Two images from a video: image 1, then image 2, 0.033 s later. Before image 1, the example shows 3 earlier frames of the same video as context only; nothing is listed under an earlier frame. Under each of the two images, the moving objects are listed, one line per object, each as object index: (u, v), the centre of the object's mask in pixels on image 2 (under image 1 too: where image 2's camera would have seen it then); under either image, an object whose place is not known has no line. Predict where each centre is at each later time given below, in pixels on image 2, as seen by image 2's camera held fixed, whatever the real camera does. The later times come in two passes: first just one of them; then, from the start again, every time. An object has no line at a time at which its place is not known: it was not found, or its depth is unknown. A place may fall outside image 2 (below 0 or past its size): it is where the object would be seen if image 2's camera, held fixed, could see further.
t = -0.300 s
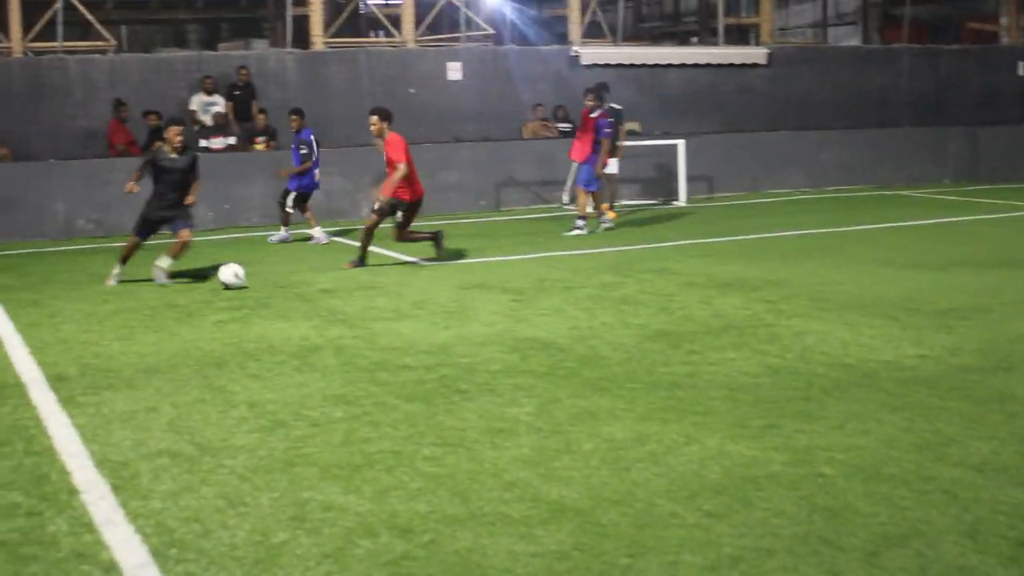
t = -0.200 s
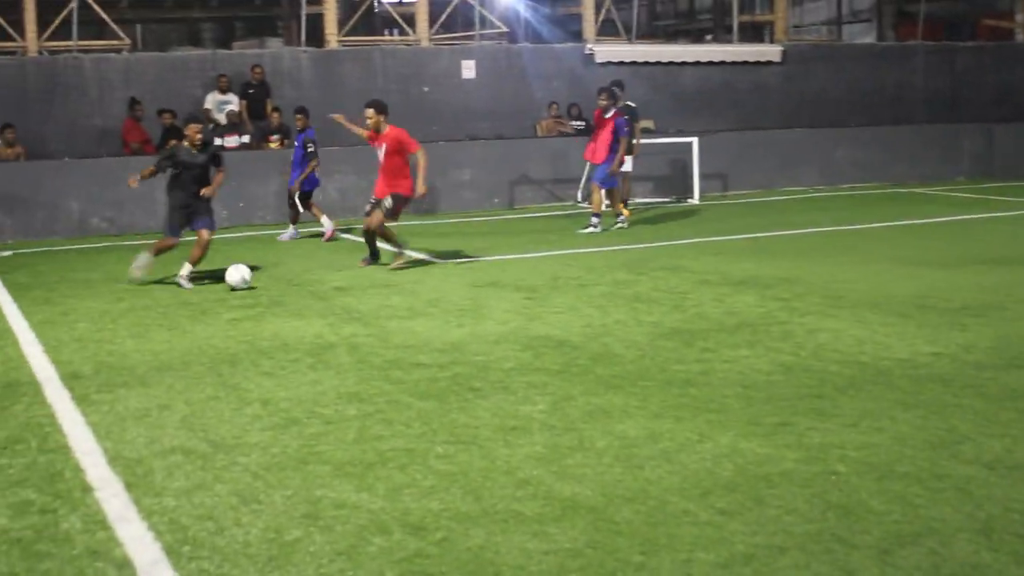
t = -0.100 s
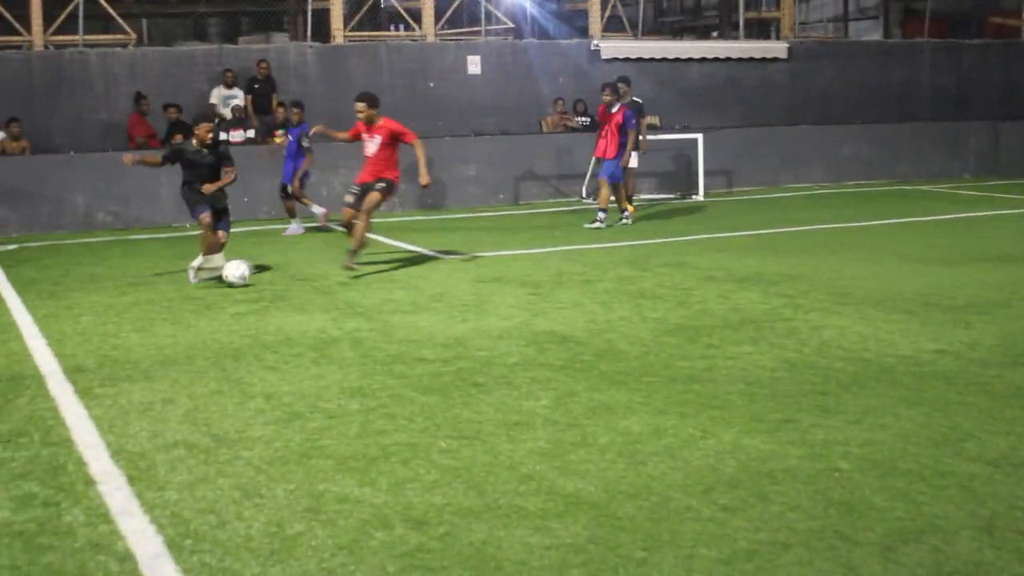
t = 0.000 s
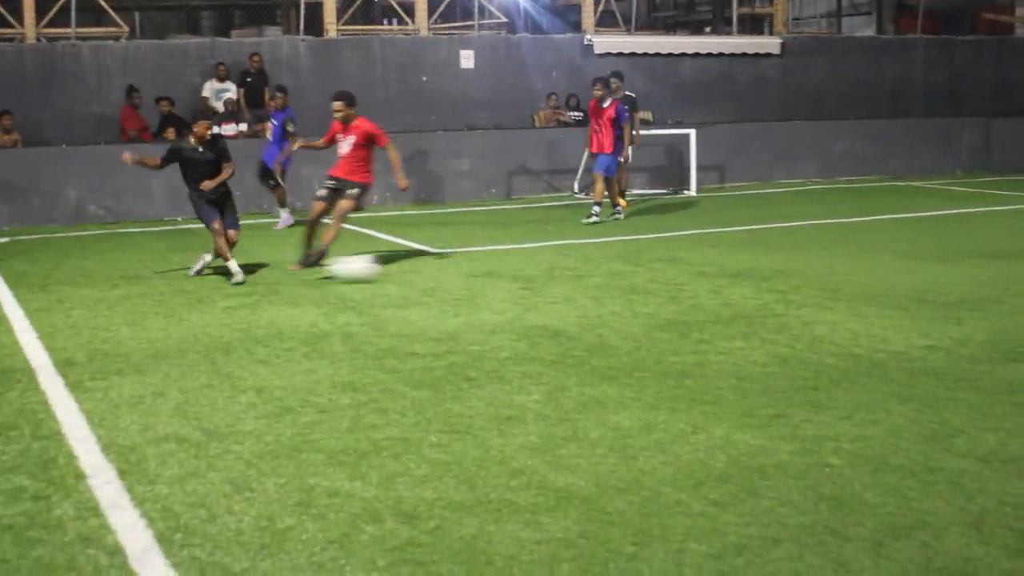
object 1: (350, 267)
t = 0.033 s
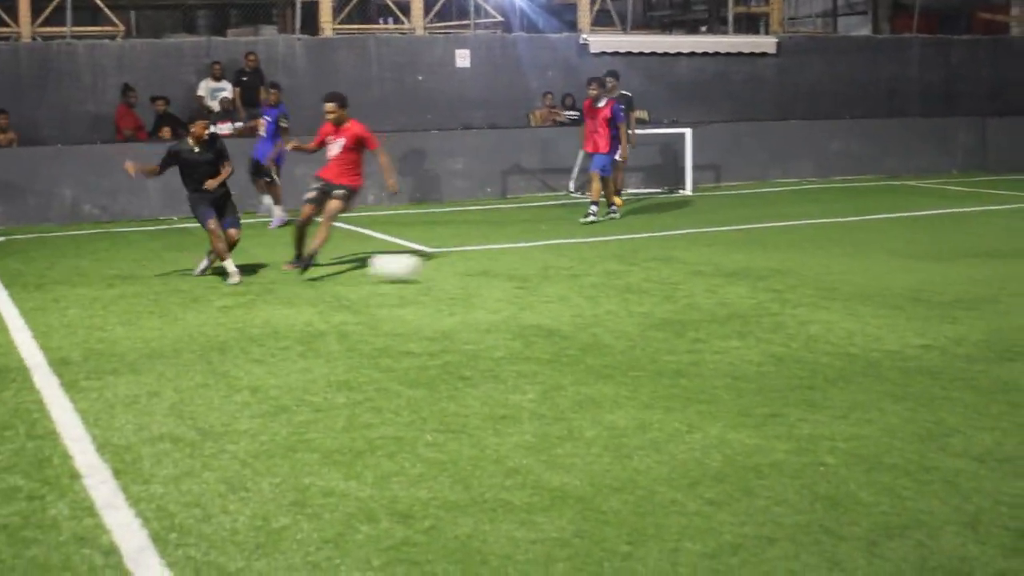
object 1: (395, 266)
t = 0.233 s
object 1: (665, 273)
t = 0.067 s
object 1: (439, 267)
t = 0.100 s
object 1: (486, 269)
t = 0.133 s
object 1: (532, 271)
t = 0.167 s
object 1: (576, 272)
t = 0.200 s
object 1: (620, 273)
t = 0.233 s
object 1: (665, 273)
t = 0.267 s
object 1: (706, 274)
